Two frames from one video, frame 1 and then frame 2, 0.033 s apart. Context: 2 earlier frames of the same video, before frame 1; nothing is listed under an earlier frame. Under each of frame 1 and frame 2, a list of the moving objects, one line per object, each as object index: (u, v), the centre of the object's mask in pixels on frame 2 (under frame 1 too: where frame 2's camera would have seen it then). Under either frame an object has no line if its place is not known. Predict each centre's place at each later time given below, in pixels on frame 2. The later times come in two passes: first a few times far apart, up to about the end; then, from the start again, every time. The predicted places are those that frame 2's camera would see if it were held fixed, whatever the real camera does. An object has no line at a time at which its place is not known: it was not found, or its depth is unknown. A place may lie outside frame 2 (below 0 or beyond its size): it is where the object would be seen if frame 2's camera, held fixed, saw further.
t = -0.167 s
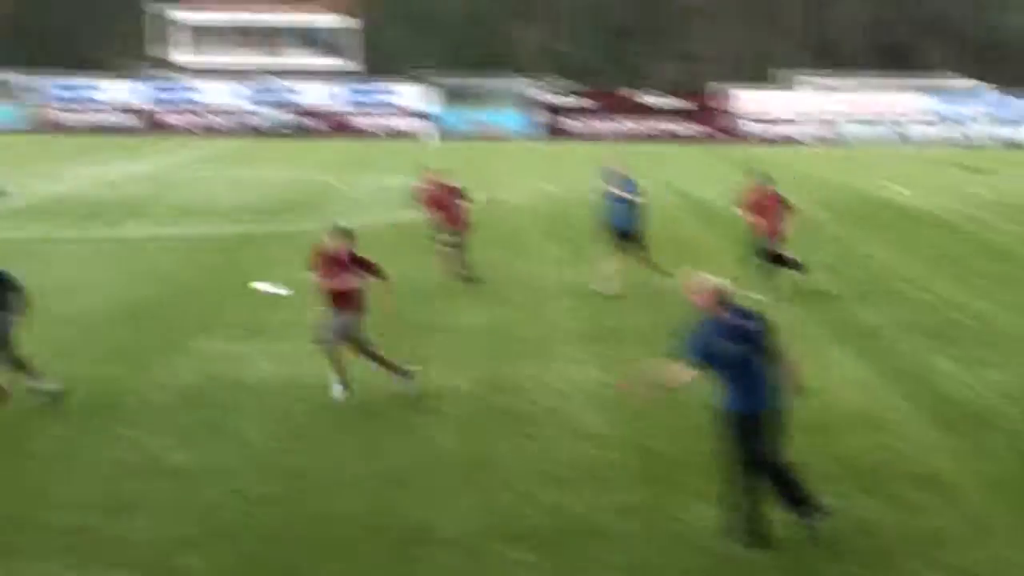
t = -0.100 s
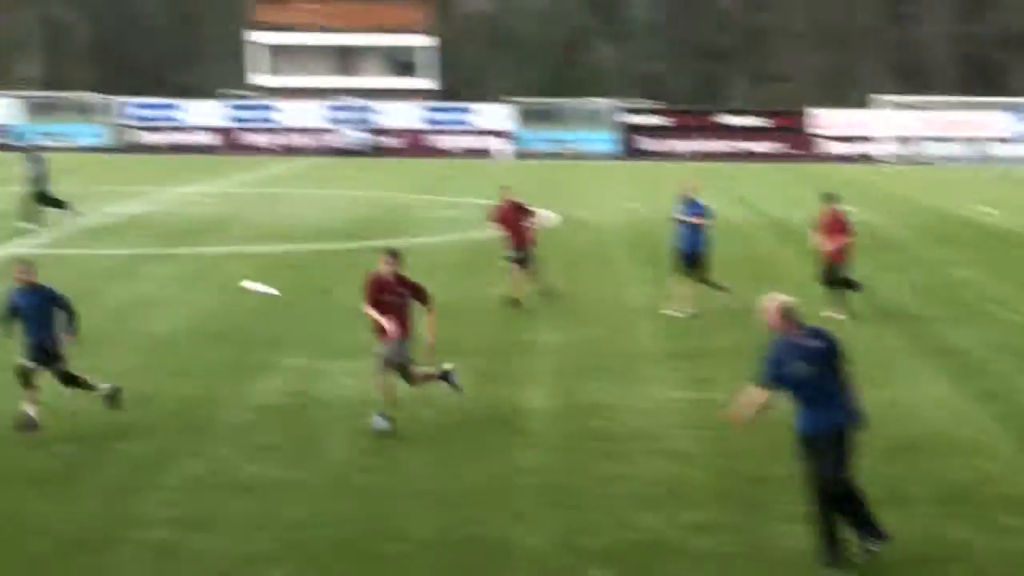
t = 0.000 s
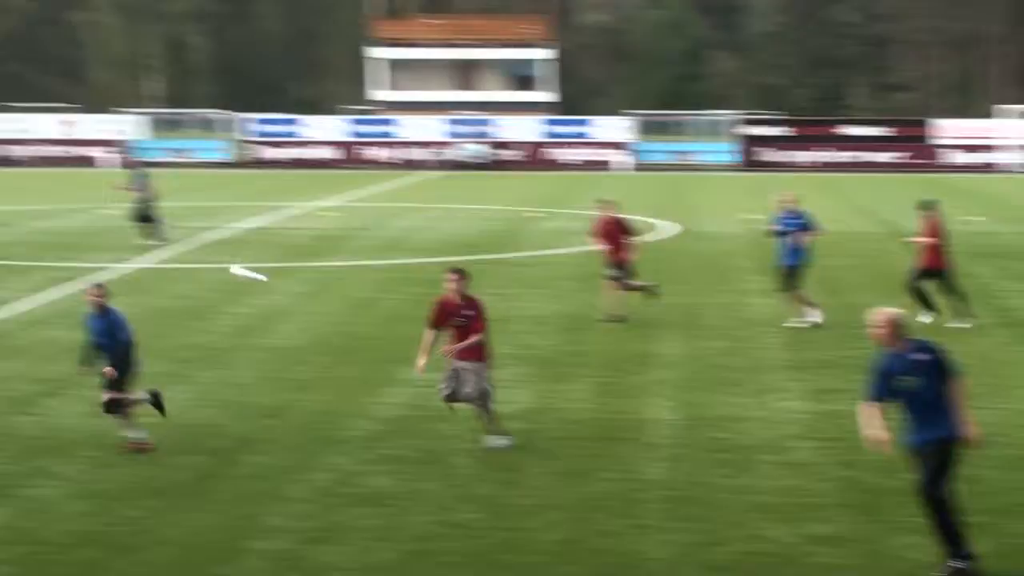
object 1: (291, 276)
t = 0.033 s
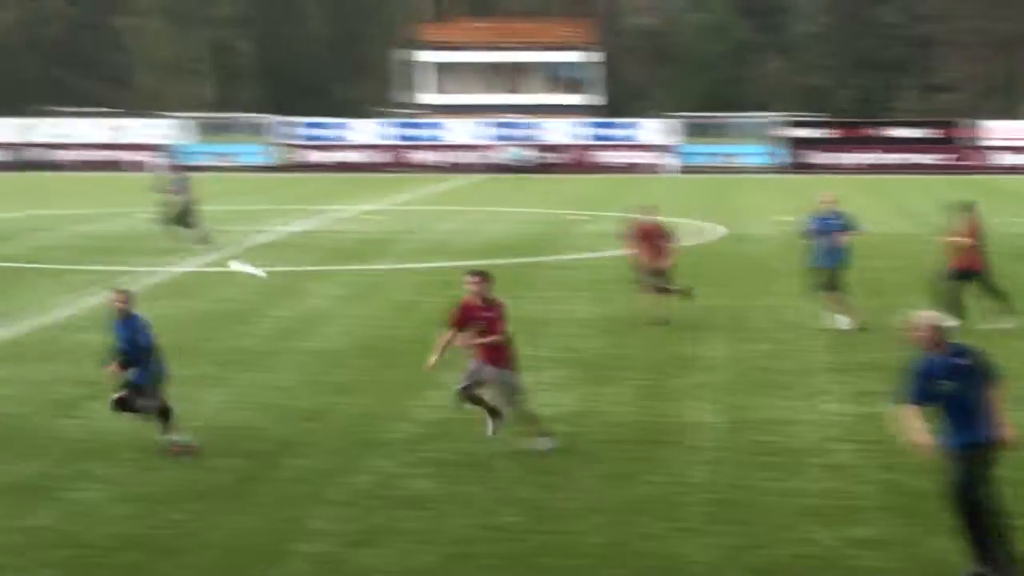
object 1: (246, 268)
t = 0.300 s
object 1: (-60, 225)
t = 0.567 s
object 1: (-329, 205)
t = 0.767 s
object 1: (-504, 204)
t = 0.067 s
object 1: (209, 261)
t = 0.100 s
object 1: (167, 256)
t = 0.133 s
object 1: (123, 250)
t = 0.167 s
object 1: (91, 243)
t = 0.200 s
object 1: (49, 239)
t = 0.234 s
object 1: (10, 233)
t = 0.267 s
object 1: (-22, 230)
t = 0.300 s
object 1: (-60, 225)
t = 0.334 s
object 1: (-99, 221)
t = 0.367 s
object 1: (-128, 217)
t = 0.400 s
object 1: (-164, 214)
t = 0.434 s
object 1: (-203, 212)
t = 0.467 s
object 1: (-232, 209)
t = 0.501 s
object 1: (-265, 207)
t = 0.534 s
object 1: (-302, 205)
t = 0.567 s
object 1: (-329, 205)
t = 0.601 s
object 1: (-360, 204)
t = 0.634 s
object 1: (-394, 203)
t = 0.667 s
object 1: (-420, 203)
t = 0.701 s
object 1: (-448, 202)
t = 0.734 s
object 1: (-480, 203)
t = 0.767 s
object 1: (-504, 204)
